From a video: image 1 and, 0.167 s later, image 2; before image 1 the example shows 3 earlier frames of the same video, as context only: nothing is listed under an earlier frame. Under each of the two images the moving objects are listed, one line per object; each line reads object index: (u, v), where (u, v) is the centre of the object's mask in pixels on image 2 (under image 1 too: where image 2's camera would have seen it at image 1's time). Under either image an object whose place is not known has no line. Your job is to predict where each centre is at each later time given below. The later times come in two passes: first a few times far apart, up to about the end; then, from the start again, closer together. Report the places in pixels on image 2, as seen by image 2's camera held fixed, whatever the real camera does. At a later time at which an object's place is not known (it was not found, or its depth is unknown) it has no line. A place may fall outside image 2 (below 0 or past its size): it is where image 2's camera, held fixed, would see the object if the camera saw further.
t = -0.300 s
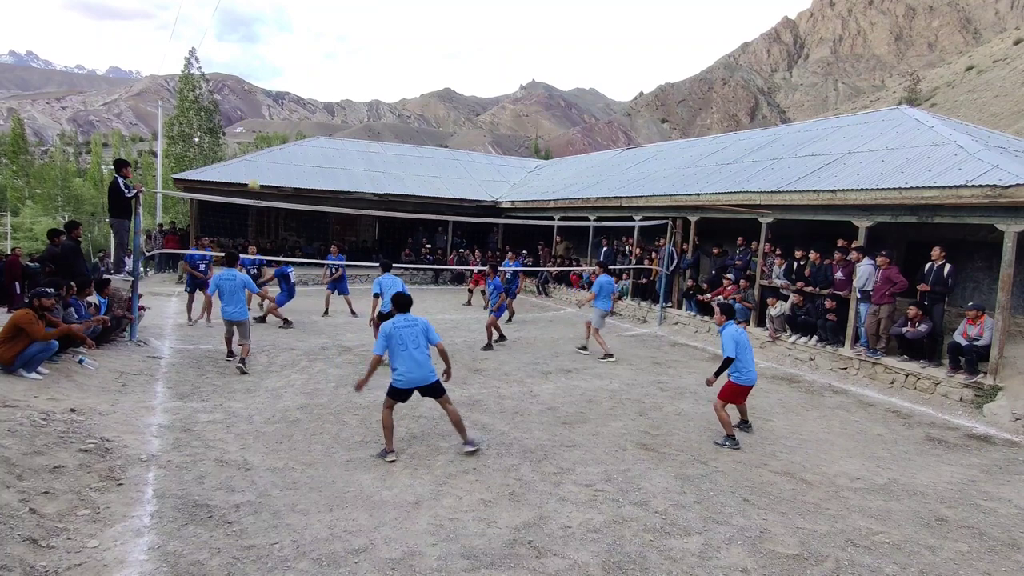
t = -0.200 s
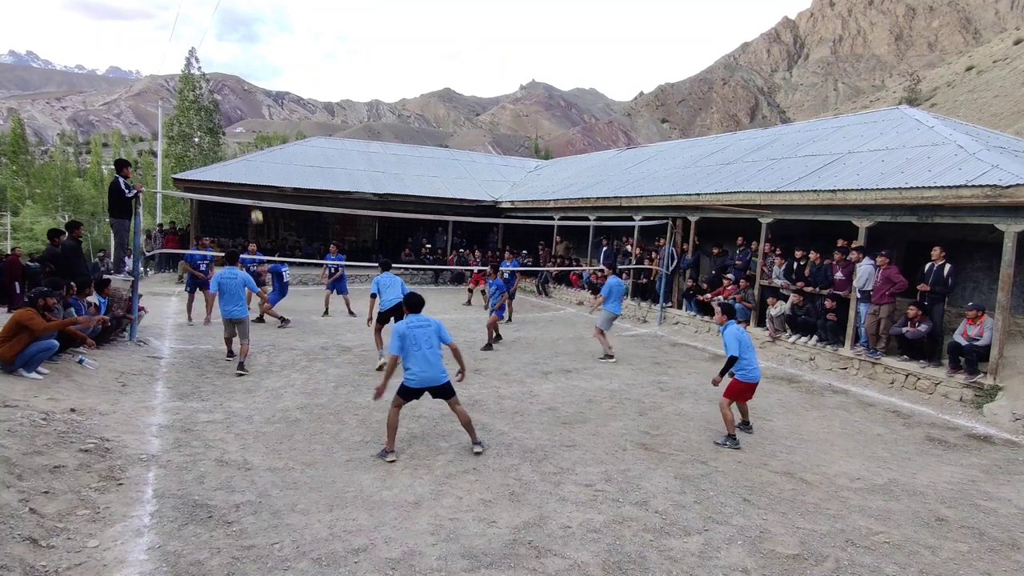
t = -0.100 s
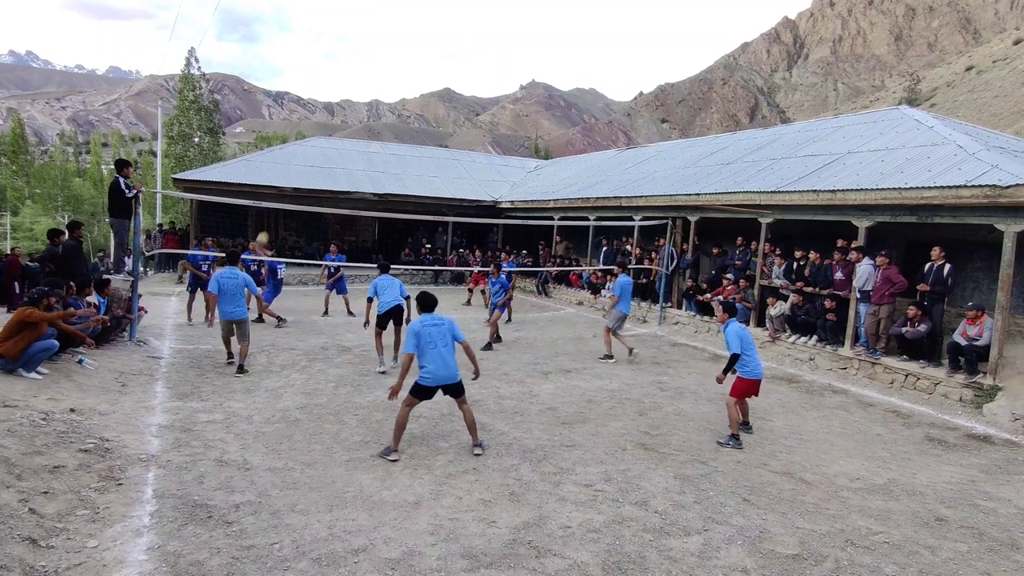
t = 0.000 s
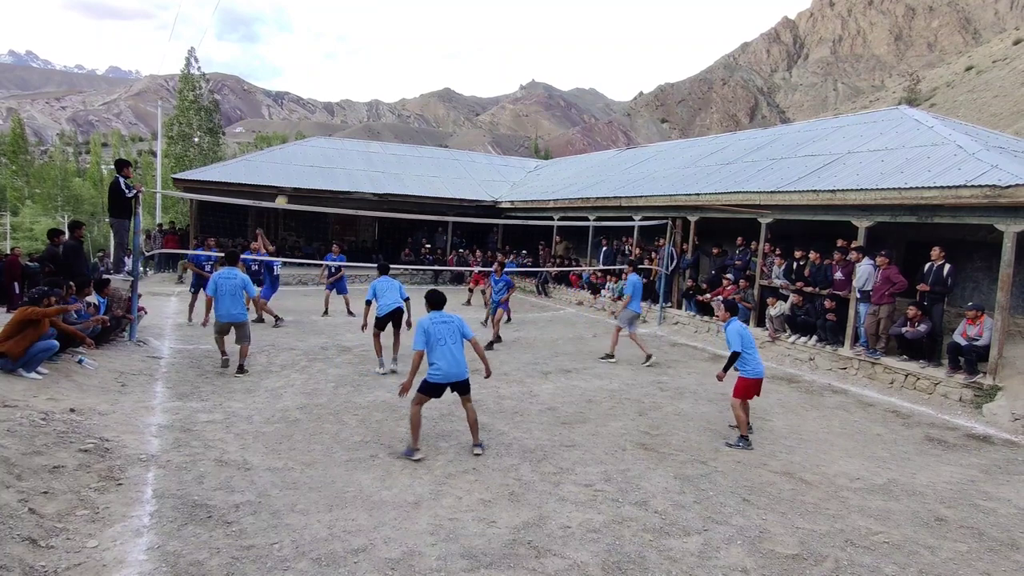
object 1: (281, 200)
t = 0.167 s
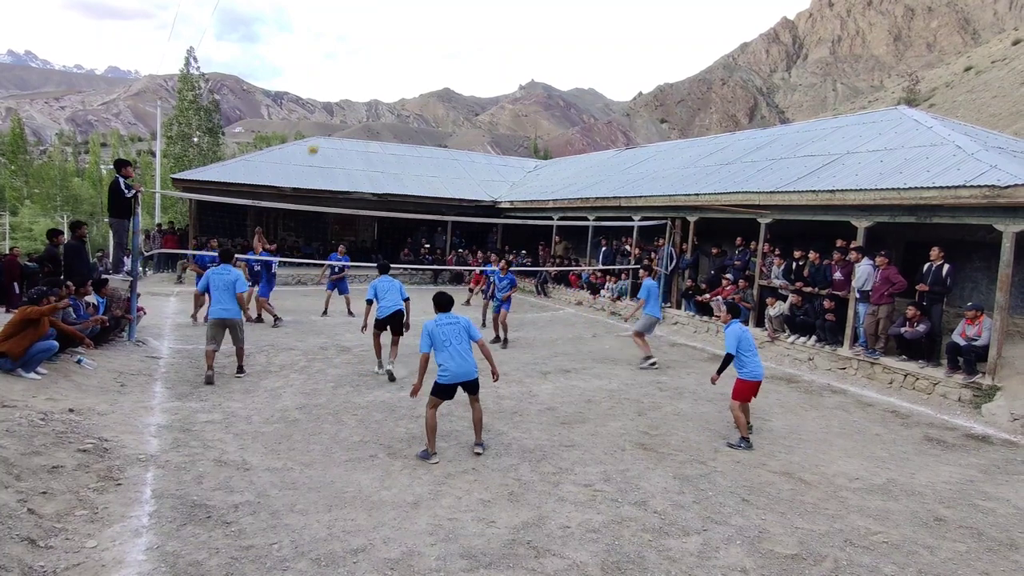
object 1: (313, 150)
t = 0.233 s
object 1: (325, 131)
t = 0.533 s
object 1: (394, 75)
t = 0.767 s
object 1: (452, 67)
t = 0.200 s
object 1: (319, 139)
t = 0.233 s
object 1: (325, 131)
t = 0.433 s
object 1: (371, 89)
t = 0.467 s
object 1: (378, 84)
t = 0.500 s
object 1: (386, 79)
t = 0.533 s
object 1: (394, 75)
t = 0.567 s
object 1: (402, 72)
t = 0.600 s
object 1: (410, 69)
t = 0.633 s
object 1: (419, 68)
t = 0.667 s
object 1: (427, 67)
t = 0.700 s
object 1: (435, 66)
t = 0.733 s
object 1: (443, 66)
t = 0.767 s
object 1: (452, 67)
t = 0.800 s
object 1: (460, 69)
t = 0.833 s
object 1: (469, 71)
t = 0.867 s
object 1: (478, 75)
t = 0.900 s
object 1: (486, 79)
